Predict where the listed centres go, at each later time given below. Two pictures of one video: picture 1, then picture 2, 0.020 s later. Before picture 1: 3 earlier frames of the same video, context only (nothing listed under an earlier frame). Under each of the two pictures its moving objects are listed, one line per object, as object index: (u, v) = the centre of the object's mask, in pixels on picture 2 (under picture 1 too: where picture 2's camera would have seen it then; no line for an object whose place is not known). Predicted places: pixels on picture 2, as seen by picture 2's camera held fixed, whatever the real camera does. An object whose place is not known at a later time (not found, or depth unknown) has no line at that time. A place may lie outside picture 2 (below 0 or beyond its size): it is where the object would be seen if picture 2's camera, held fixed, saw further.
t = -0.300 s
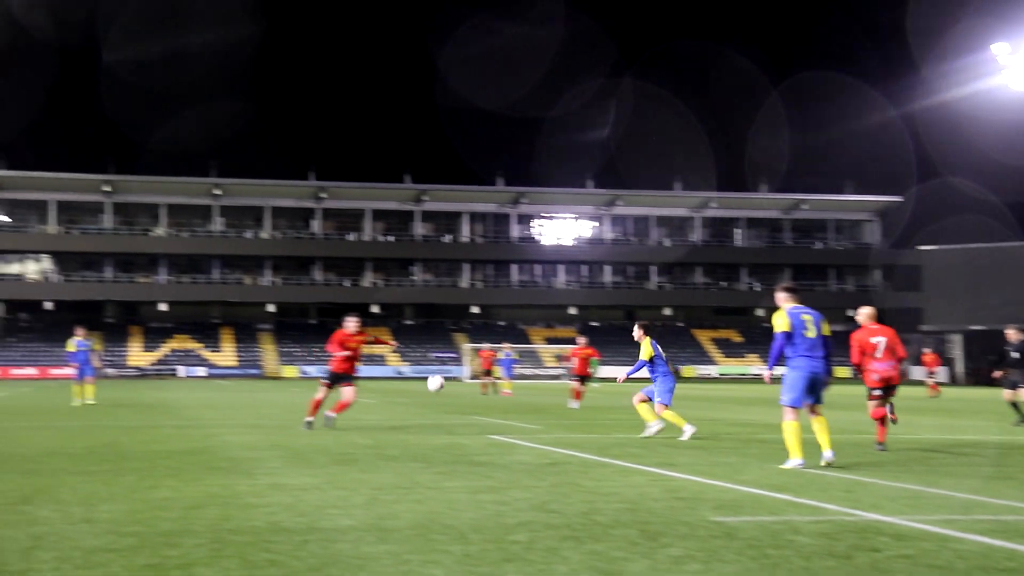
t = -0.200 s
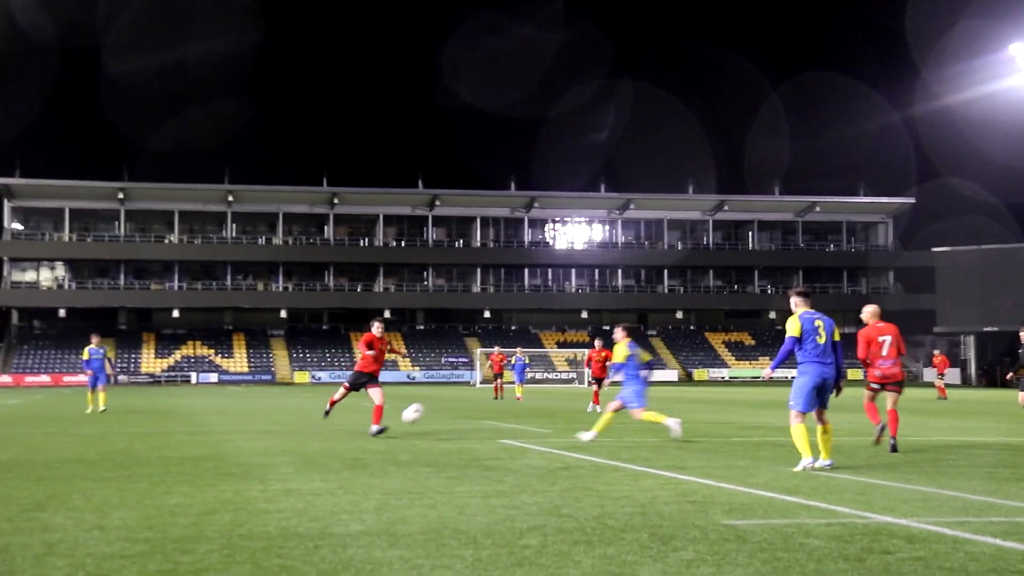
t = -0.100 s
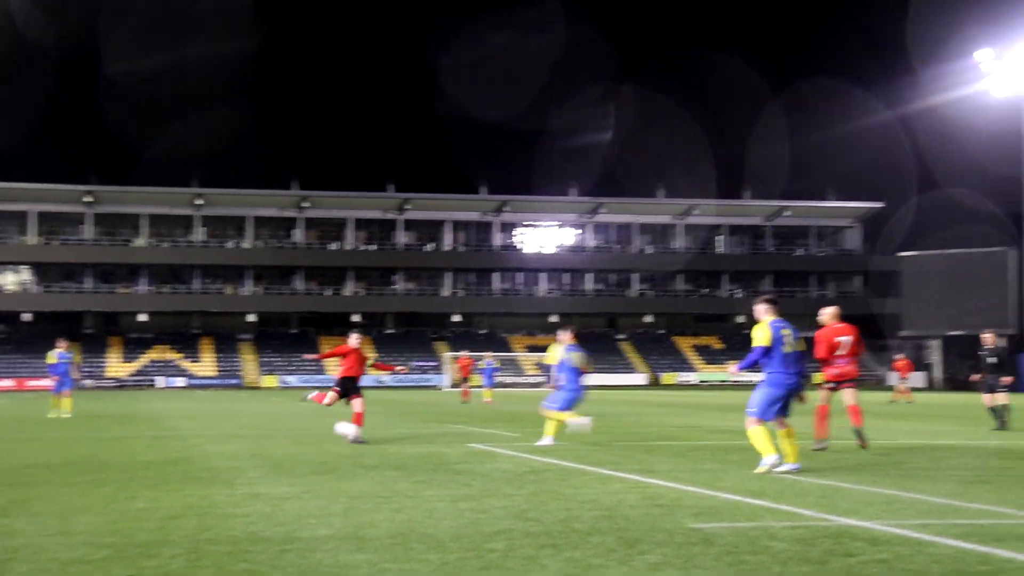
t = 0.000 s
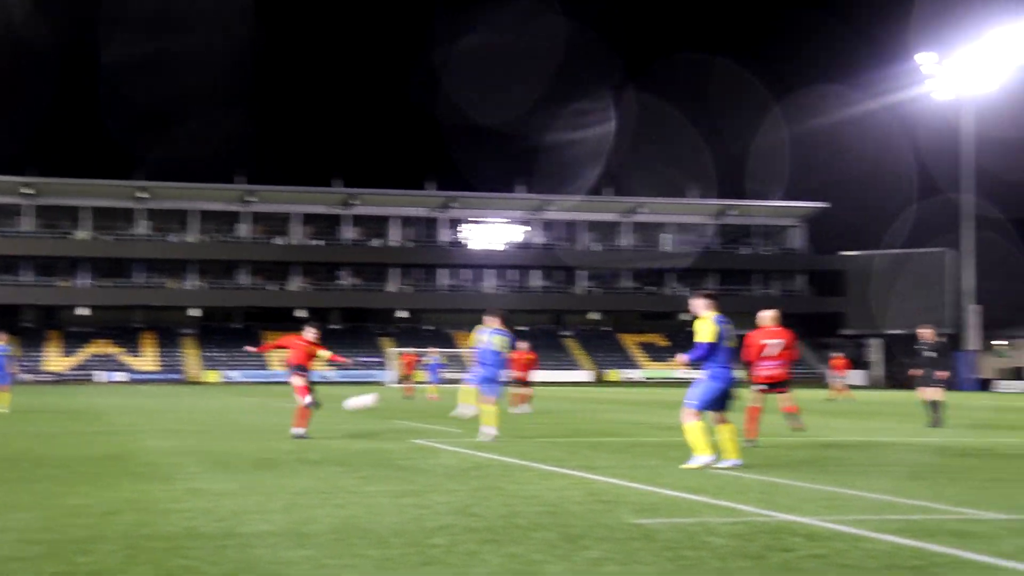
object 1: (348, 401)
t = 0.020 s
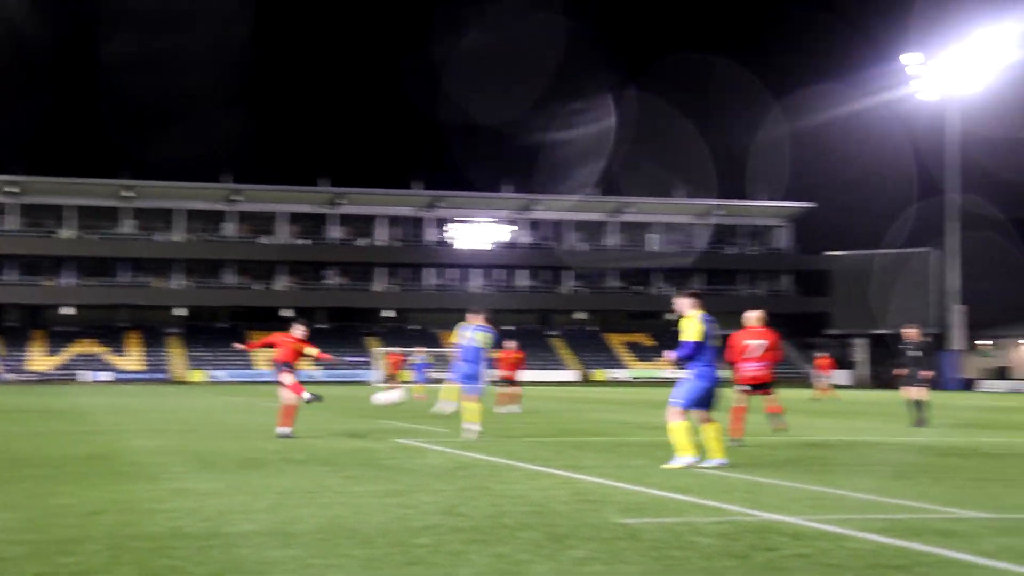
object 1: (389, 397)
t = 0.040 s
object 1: (430, 392)
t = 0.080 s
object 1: (515, 385)
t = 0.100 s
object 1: (563, 378)
